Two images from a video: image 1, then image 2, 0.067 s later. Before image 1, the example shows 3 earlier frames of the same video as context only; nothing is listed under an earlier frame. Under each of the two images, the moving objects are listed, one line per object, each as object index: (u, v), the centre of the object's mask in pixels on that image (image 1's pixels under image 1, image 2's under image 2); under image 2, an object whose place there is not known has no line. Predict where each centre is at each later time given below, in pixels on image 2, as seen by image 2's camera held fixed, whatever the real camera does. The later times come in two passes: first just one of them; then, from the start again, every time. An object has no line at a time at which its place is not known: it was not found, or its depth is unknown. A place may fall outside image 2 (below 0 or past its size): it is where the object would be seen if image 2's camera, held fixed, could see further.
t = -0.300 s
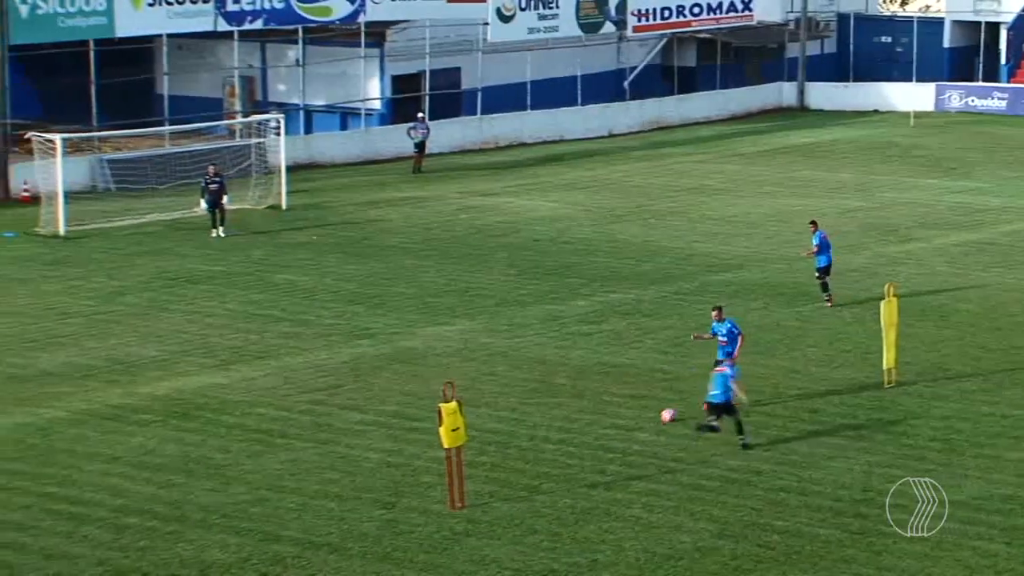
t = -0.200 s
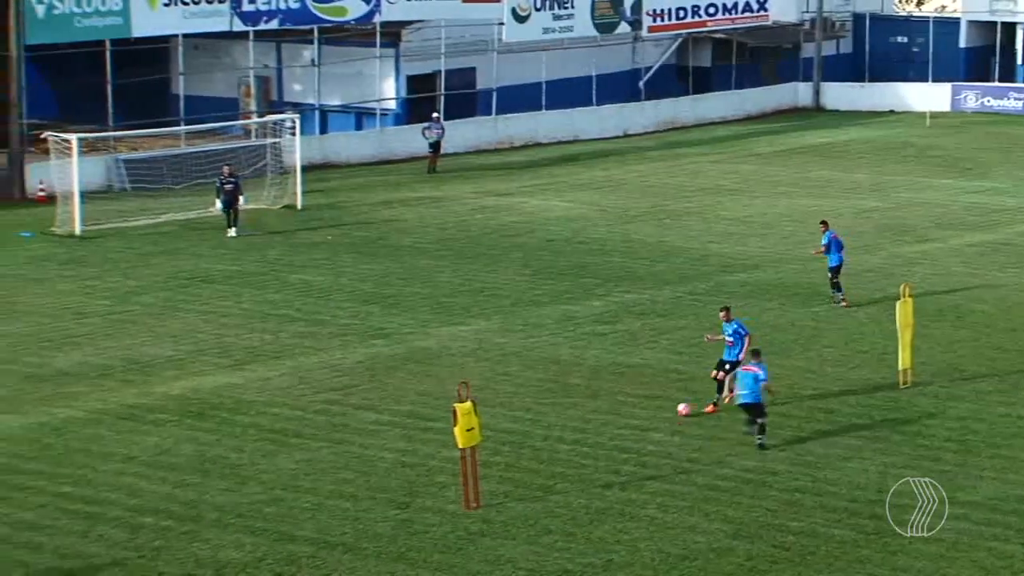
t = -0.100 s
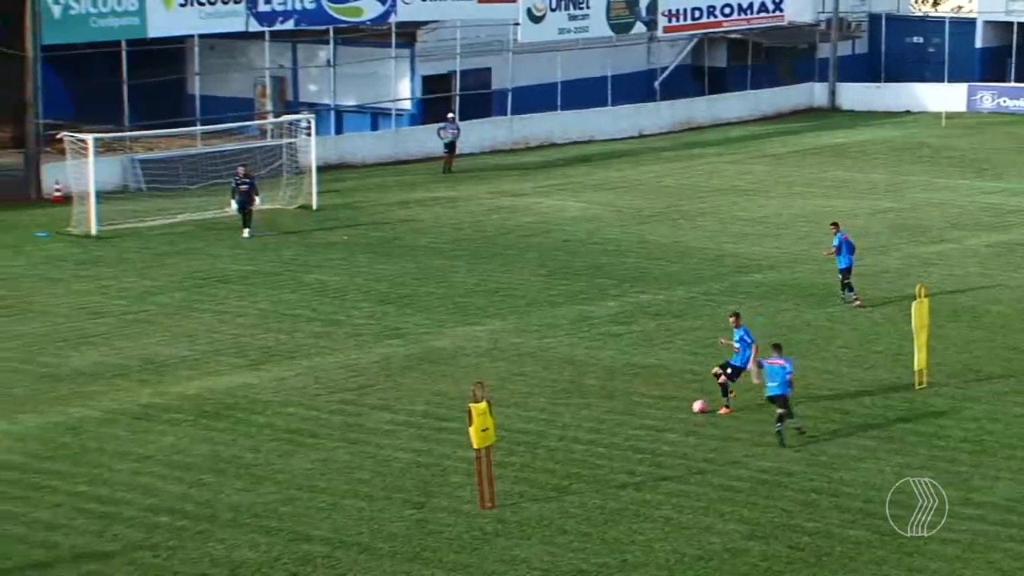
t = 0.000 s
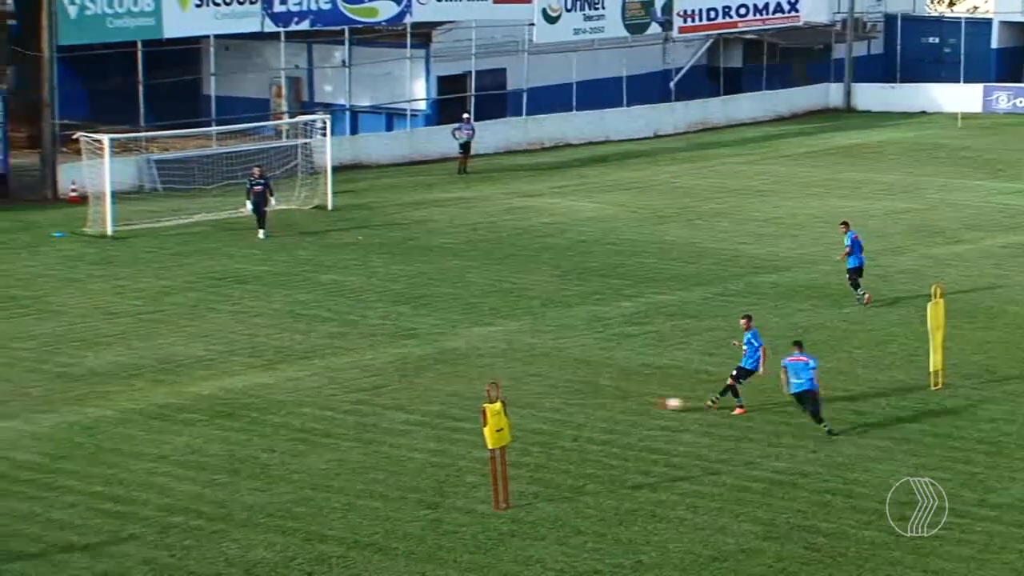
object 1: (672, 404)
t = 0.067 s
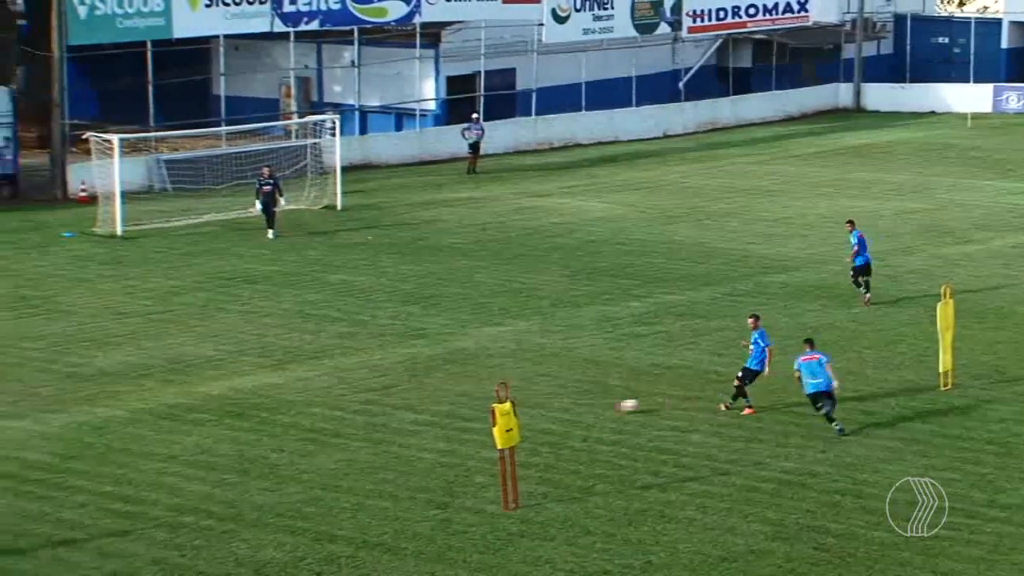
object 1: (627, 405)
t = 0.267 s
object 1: (478, 408)
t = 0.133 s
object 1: (575, 409)
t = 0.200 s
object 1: (527, 408)
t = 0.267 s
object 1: (478, 408)
